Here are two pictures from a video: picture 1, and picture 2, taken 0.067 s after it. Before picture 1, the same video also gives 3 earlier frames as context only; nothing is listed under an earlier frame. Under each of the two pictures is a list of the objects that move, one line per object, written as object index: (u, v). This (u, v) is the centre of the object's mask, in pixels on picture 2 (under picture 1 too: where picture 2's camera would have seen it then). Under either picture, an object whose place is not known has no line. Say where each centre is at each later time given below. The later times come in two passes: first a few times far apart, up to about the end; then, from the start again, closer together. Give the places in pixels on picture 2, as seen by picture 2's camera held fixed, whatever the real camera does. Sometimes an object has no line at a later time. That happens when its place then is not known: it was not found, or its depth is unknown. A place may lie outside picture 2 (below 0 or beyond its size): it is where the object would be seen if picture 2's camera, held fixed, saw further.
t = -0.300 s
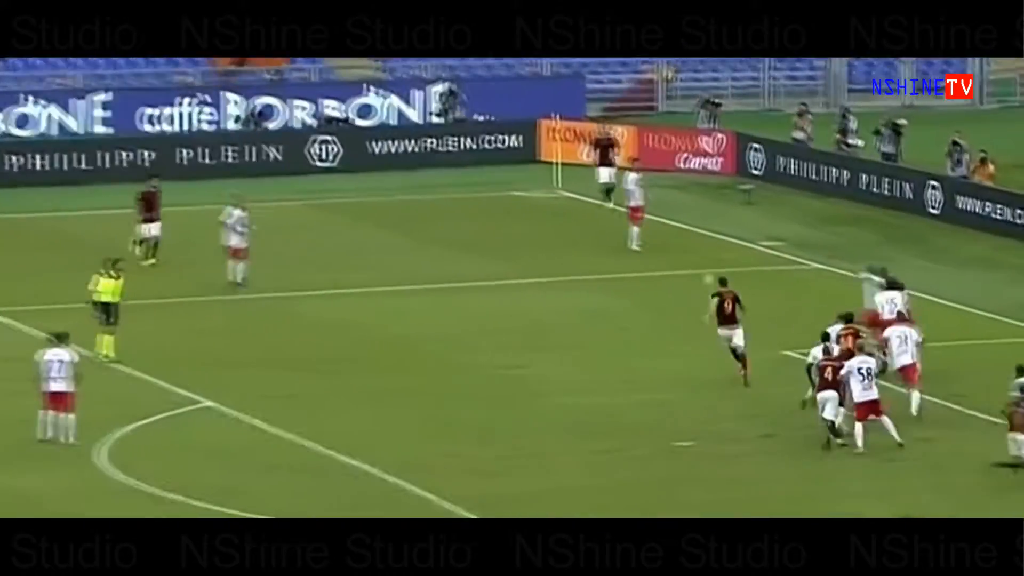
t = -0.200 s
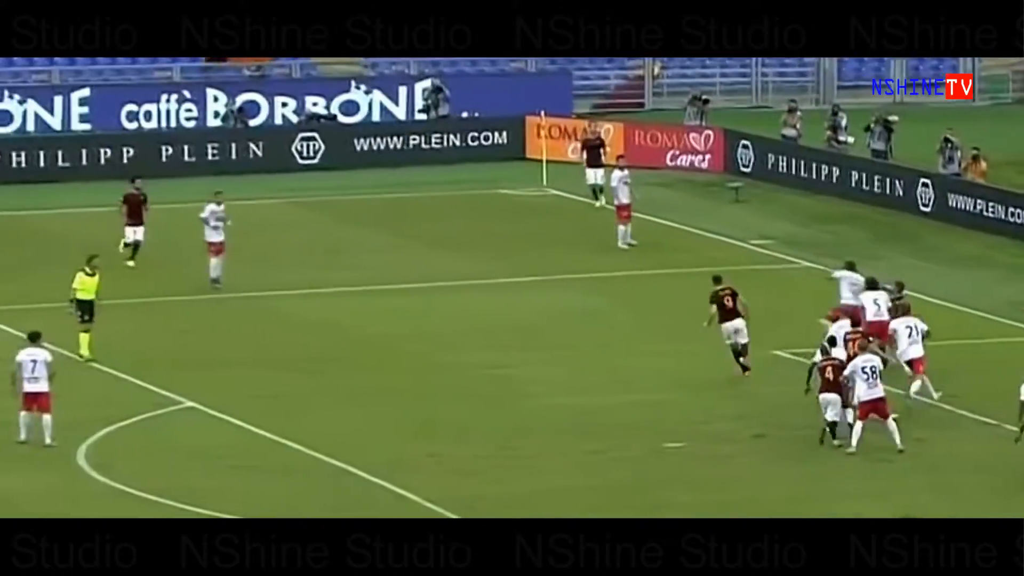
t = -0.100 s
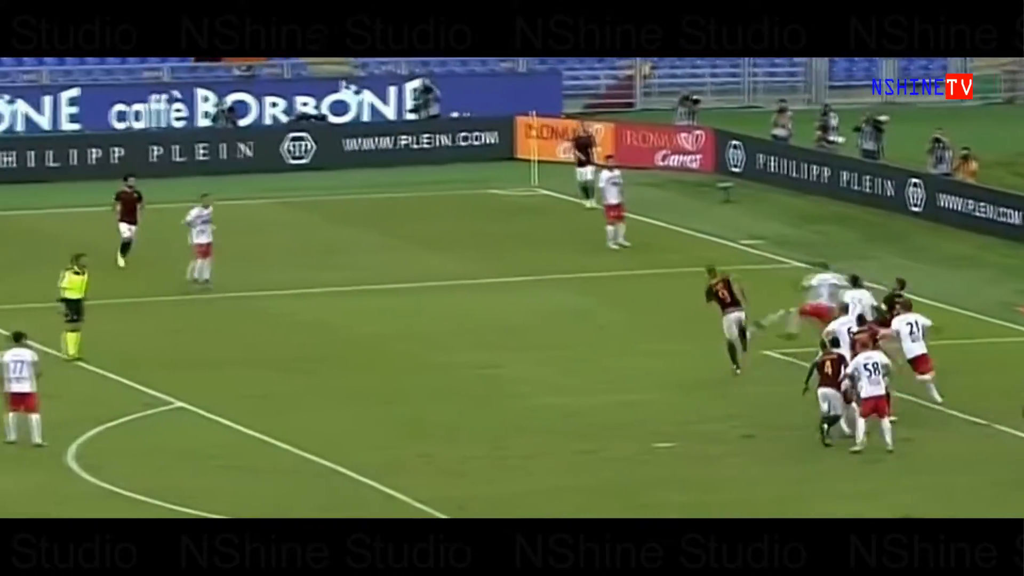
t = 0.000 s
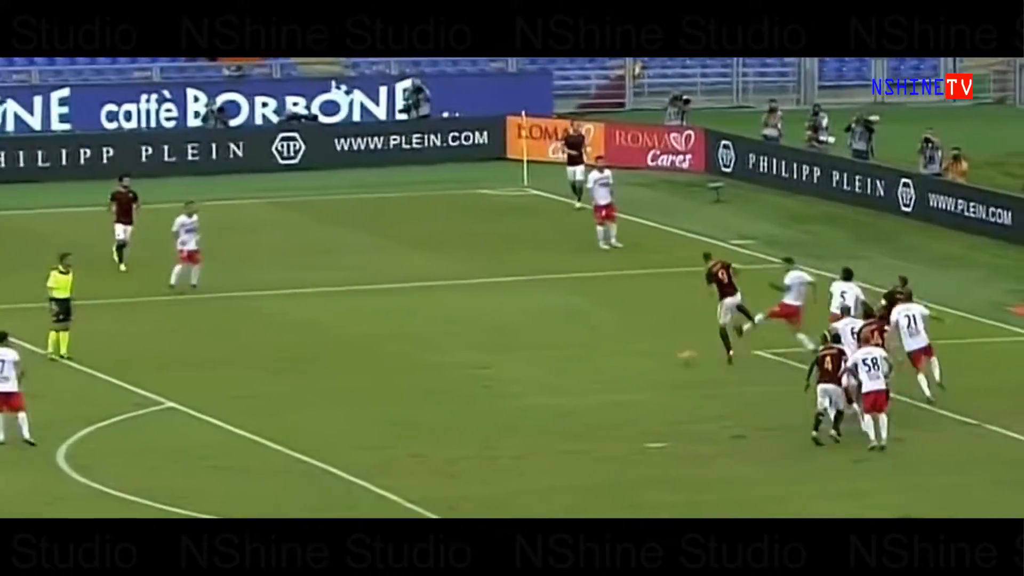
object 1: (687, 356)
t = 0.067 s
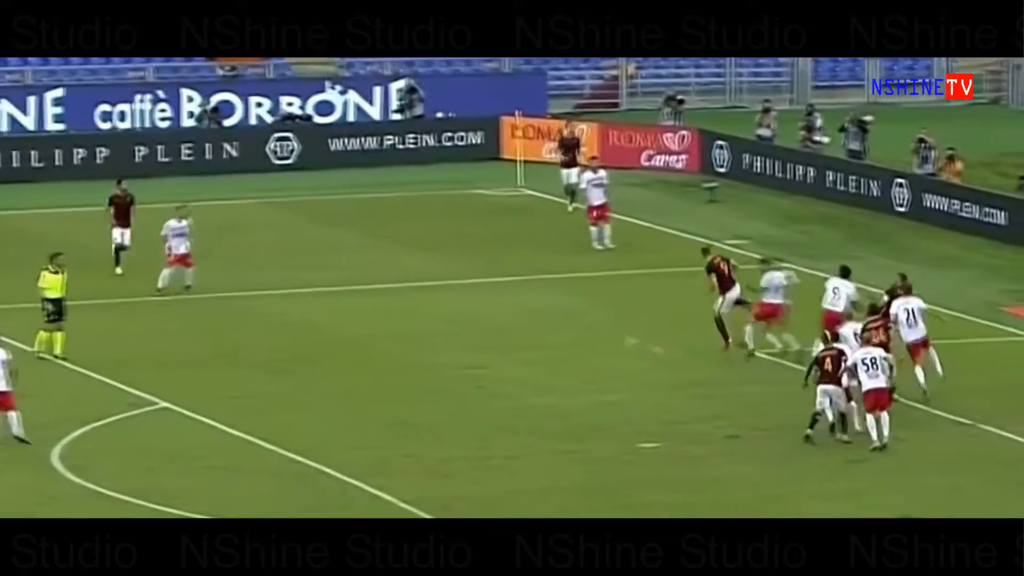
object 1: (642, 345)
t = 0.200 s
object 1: (554, 321)
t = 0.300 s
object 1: (503, 312)
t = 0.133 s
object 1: (607, 333)
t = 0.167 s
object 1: (581, 327)
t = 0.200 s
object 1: (554, 321)
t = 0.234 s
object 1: (531, 316)
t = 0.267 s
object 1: (521, 314)
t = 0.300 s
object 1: (503, 312)
